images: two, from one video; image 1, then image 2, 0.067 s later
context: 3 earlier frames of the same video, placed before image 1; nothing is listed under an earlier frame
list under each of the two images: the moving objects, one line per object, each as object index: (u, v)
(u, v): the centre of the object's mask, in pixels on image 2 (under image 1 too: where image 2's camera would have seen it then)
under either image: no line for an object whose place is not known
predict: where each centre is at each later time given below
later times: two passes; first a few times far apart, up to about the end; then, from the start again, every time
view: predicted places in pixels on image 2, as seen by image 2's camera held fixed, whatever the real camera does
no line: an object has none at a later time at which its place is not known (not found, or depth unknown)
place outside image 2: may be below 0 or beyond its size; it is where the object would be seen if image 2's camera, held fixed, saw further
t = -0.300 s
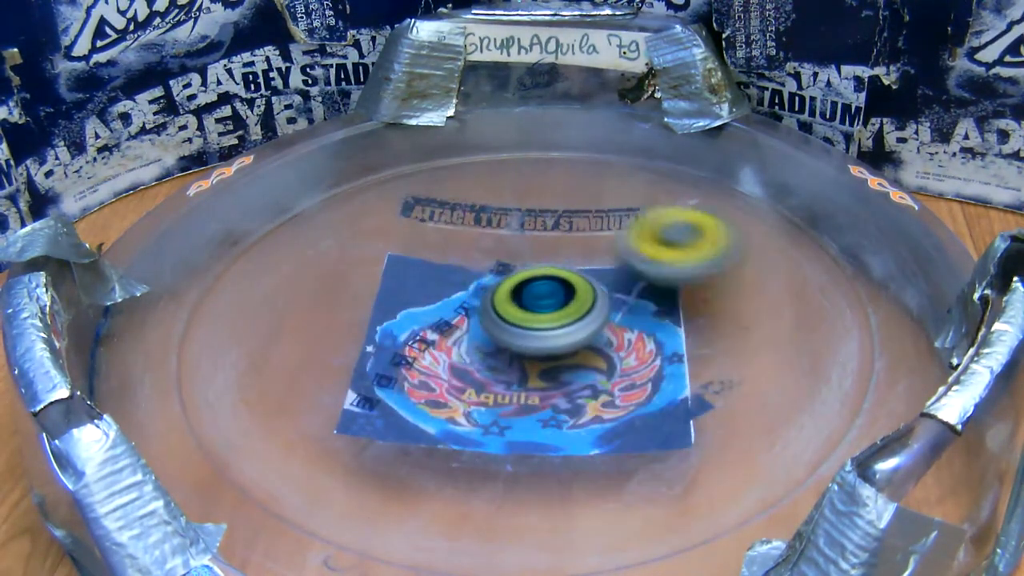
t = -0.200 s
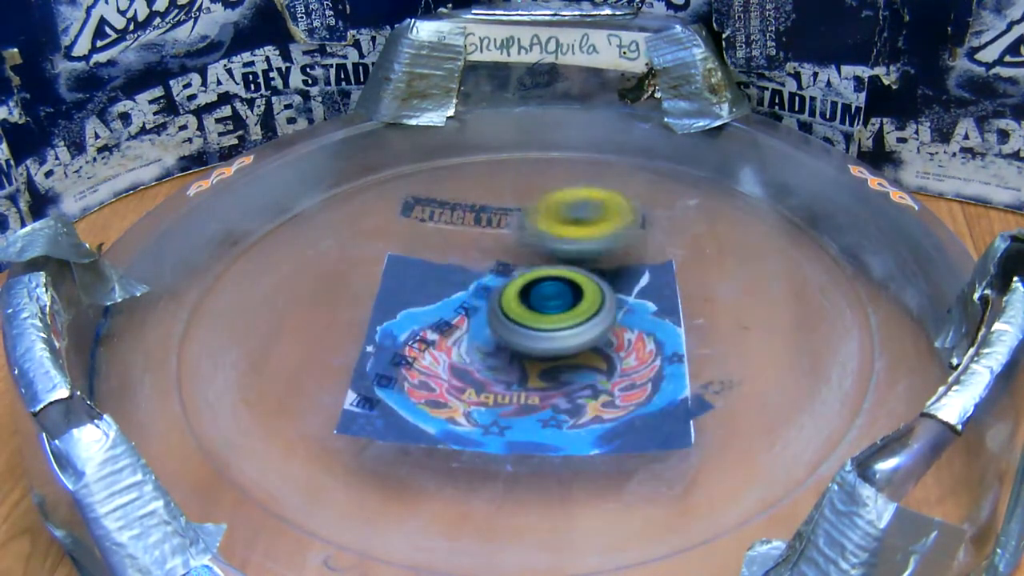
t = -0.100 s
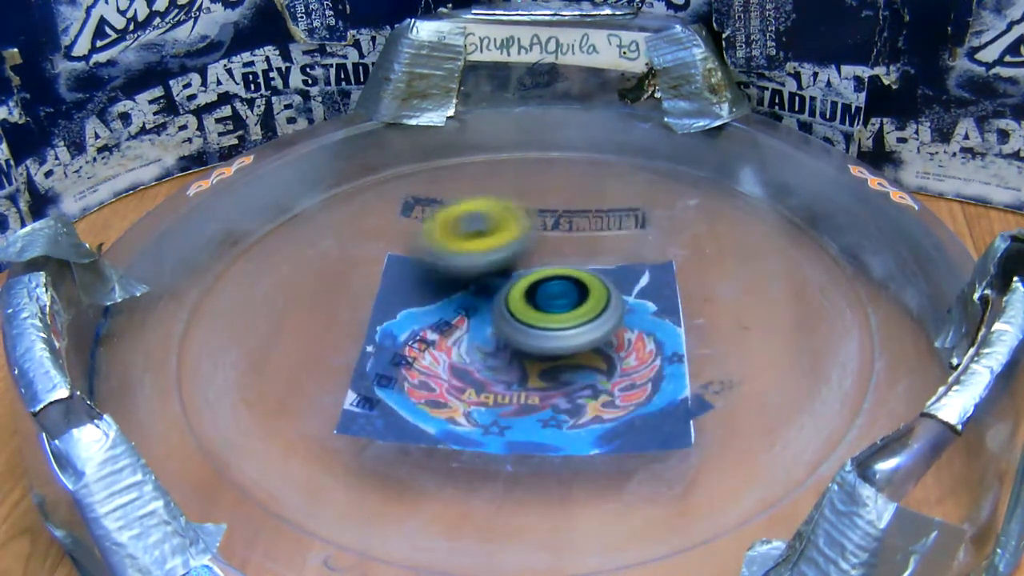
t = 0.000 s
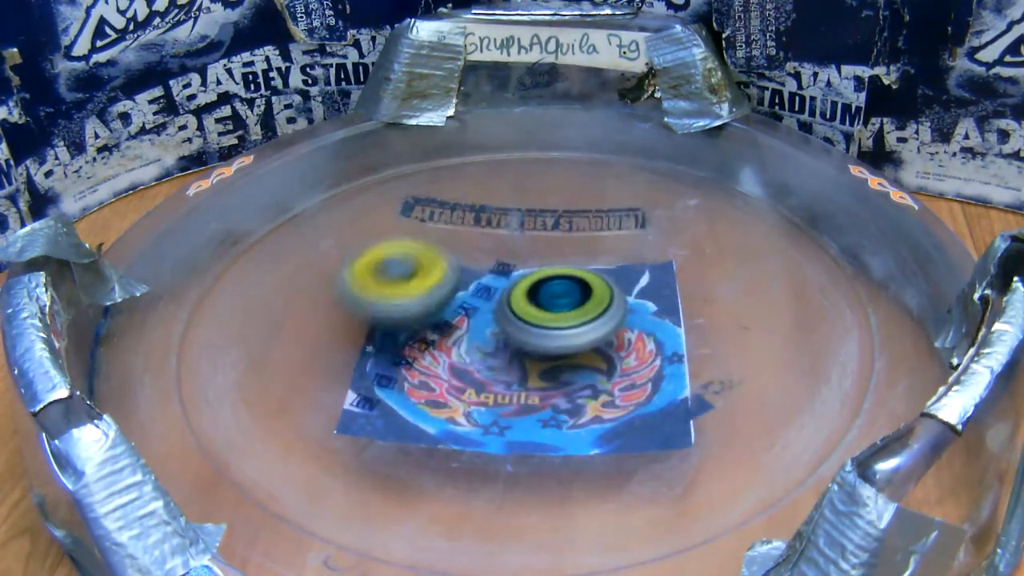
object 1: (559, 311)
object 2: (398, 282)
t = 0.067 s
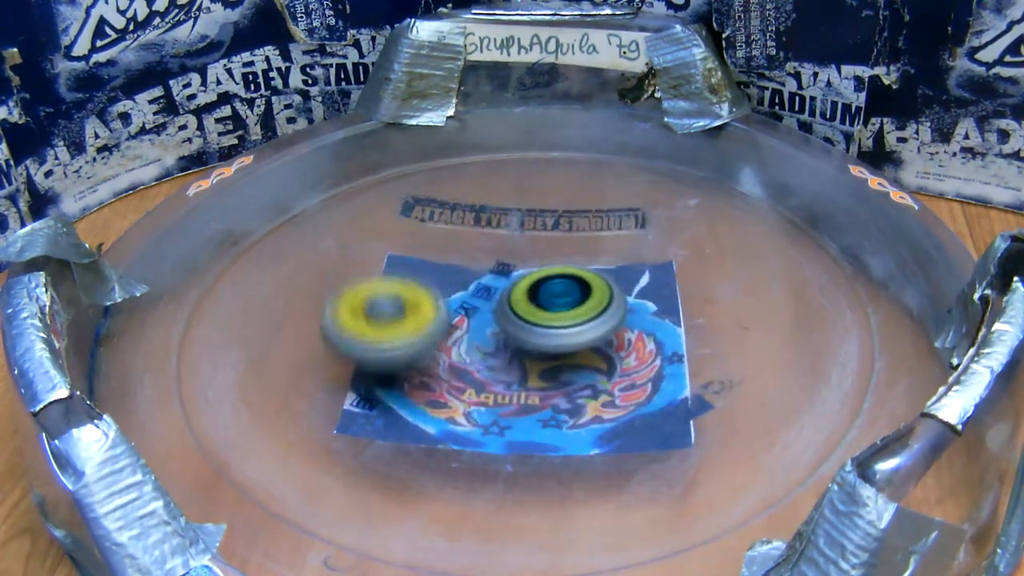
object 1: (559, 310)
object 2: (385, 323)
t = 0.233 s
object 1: (555, 310)
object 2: (511, 406)
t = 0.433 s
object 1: (544, 313)
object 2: (689, 338)
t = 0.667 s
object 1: (541, 321)
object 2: (575, 228)
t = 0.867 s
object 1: (544, 324)
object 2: (392, 257)
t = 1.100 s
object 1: (545, 315)
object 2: (479, 380)
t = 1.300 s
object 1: (527, 293)
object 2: (681, 397)
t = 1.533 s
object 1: (503, 310)
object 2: (677, 268)
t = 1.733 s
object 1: (502, 349)
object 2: (533, 194)
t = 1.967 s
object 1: (570, 351)
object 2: (354, 189)
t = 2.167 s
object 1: (587, 321)
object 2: (345, 294)
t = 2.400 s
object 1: (563, 283)
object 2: (564, 386)
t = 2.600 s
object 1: (512, 286)
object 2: (747, 343)
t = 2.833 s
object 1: (496, 314)
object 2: (678, 248)
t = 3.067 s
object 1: (505, 360)
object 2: (516, 219)
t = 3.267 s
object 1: (566, 354)
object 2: (397, 270)
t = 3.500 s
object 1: (623, 314)
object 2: (445, 366)
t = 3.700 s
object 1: (603, 278)
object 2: (581, 376)
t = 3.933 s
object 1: (519, 172)
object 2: (657, 408)
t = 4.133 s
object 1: (431, 174)
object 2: (703, 367)
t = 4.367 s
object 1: (372, 232)
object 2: (563, 318)
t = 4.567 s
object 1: (260, 155)
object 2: (757, 453)
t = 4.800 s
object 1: (267, 180)
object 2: (804, 404)
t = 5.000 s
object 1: (297, 228)
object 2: (701, 363)
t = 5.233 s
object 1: (382, 284)
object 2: (638, 315)
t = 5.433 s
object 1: (492, 326)
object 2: (588, 256)
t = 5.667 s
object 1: (611, 342)
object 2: (540, 204)
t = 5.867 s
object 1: (689, 340)
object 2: (539, 185)
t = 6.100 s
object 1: (722, 328)
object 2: (530, 237)
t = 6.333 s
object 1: (671, 330)
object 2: (465, 283)
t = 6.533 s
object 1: (592, 339)
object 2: (411, 303)
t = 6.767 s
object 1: (503, 341)
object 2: (381, 288)
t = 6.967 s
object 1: (468, 345)
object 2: (409, 265)
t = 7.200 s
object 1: (475, 352)
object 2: (522, 270)
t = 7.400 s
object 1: (504, 336)
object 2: (632, 256)
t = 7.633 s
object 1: (502, 302)
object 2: (636, 250)
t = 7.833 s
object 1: (453, 290)
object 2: (732, 310)
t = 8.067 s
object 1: (470, 292)
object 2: (702, 326)
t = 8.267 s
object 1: (507, 294)
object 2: (663, 328)
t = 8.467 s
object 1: (547, 294)
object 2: (660, 331)
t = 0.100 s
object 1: (559, 310)
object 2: (391, 344)
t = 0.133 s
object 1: (559, 309)
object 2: (409, 366)
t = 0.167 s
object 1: (558, 309)
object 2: (435, 384)
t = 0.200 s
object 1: (556, 310)
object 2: (470, 396)
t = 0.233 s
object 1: (555, 310)
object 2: (511, 406)
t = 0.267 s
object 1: (553, 311)
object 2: (549, 408)
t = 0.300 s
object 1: (552, 311)
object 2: (587, 404)
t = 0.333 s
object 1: (550, 311)
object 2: (622, 396)
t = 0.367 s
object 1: (548, 311)
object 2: (654, 380)
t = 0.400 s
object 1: (546, 312)
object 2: (676, 362)
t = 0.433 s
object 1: (544, 313)
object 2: (689, 338)
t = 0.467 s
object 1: (542, 314)
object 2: (693, 315)
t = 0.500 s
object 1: (541, 315)
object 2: (686, 295)
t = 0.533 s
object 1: (540, 316)
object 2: (675, 276)
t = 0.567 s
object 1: (540, 318)
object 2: (657, 259)
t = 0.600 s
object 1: (540, 319)
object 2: (633, 247)
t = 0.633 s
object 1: (541, 320)
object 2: (608, 235)
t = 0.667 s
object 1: (541, 321)
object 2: (575, 228)
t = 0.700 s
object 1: (541, 322)
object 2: (541, 221)
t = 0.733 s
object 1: (541, 323)
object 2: (508, 220)
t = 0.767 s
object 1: (541, 323)
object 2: (475, 224)
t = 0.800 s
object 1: (542, 324)
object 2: (444, 231)
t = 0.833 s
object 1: (543, 324)
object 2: (415, 242)
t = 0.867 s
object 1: (544, 324)
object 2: (392, 257)
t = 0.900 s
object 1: (545, 324)
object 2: (375, 274)
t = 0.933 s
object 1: (545, 323)
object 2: (370, 293)
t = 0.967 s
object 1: (545, 323)
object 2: (373, 315)
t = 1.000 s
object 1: (545, 322)
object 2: (386, 332)
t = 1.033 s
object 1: (544, 321)
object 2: (409, 354)
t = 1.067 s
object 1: (545, 319)
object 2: (443, 369)
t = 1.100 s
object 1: (545, 315)
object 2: (479, 380)
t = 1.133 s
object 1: (544, 311)
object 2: (511, 394)
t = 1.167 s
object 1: (544, 304)
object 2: (539, 408)
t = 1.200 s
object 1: (545, 299)
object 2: (573, 416)
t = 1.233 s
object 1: (541, 295)
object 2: (612, 417)
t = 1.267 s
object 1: (534, 294)
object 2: (648, 409)
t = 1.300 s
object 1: (527, 293)
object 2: (681, 397)
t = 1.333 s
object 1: (521, 294)
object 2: (704, 381)
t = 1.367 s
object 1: (516, 295)
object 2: (721, 358)
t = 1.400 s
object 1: (511, 297)
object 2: (726, 339)
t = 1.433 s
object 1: (507, 300)
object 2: (725, 317)
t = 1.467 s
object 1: (504, 304)
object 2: (717, 300)
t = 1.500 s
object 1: (503, 307)
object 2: (700, 283)
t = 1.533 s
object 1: (503, 310)
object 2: (677, 268)
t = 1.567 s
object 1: (505, 314)
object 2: (650, 258)
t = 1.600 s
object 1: (509, 317)
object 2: (620, 250)
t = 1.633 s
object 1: (514, 319)
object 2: (588, 244)
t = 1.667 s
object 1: (512, 327)
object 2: (560, 233)
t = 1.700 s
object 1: (504, 342)
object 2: (549, 212)
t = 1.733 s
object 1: (502, 349)
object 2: (533, 194)
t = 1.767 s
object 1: (507, 353)
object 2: (517, 184)
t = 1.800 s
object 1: (517, 356)
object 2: (490, 177)
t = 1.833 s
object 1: (527, 358)
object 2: (463, 173)
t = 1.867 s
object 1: (541, 359)
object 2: (434, 173)
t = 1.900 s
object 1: (551, 358)
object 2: (406, 174)
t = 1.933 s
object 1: (561, 355)
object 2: (381, 179)
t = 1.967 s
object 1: (570, 351)
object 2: (354, 189)
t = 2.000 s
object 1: (578, 348)
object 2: (334, 203)
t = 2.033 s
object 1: (583, 343)
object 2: (318, 217)
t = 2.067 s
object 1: (586, 337)
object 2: (312, 235)
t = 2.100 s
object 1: (588, 332)
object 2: (313, 254)
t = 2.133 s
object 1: (588, 326)
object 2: (325, 274)
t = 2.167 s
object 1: (587, 321)
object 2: (345, 294)
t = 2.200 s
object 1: (585, 316)
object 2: (371, 314)
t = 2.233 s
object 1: (582, 311)
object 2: (400, 331)
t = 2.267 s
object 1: (578, 307)
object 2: (436, 345)
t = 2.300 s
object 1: (574, 302)
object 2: (475, 357)
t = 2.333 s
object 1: (572, 293)
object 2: (507, 364)
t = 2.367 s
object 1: (567, 287)
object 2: (531, 377)
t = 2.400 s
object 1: (563, 283)
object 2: (564, 386)
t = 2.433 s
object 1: (555, 281)
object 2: (605, 392)
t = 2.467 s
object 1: (546, 280)
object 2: (637, 391)
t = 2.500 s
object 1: (536, 281)
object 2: (674, 384)
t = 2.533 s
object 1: (527, 281)
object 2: (704, 372)
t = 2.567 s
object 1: (519, 284)
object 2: (730, 359)
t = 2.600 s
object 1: (512, 286)
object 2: (747, 343)
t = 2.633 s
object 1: (505, 290)
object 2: (759, 324)
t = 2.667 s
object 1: (500, 293)
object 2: (764, 306)
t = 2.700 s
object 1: (497, 298)
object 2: (760, 291)
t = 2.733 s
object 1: (494, 302)
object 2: (749, 275)
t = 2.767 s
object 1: (493, 306)
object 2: (731, 265)
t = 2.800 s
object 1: (494, 310)
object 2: (707, 254)
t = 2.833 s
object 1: (496, 314)
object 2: (678, 248)
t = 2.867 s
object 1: (498, 318)
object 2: (649, 246)
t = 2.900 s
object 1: (502, 321)
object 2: (619, 246)
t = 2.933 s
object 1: (506, 323)
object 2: (587, 249)
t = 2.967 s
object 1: (502, 332)
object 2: (565, 242)
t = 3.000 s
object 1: (496, 345)
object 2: (553, 230)
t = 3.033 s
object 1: (498, 355)
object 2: (535, 221)
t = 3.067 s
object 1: (505, 360)
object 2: (516, 219)
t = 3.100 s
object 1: (515, 362)
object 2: (493, 220)
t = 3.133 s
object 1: (525, 362)
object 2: (467, 225)
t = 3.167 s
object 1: (539, 362)
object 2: (444, 232)
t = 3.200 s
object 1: (549, 361)
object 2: (424, 243)
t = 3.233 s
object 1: (558, 358)
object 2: (407, 256)
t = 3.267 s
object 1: (566, 354)
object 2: (397, 270)
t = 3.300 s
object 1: (572, 351)
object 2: (395, 287)
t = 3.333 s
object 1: (578, 346)
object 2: (401, 305)
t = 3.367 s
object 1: (581, 342)
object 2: (415, 322)
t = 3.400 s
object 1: (583, 337)
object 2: (434, 336)
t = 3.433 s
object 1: (590, 331)
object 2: (447, 347)
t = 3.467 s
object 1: (610, 322)
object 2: (442, 358)
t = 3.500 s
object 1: (623, 314)
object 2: (445, 366)
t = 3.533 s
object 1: (626, 307)
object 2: (457, 374)
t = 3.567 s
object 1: (624, 301)
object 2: (477, 383)
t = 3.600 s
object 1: (620, 296)
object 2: (504, 389)
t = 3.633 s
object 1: (617, 288)
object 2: (533, 390)
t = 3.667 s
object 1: (611, 282)
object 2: (558, 385)
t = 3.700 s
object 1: (603, 278)
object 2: (581, 376)
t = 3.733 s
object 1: (595, 274)
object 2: (599, 364)
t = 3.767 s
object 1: (587, 270)
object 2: (609, 350)
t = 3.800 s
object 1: (578, 265)
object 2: (617, 342)
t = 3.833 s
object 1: (562, 235)
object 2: (629, 368)
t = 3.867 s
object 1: (549, 207)
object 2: (640, 389)
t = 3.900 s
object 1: (534, 184)
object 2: (648, 400)
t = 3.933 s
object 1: (519, 172)
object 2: (657, 408)
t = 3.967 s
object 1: (504, 168)
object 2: (668, 409)
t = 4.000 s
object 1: (489, 167)
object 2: (682, 406)
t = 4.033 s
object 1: (473, 167)
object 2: (696, 400)
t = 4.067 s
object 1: (458, 168)
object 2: (706, 390)
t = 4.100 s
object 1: (443, 170)
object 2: (709, 378)
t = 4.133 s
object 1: (431, 174)
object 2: (703, 367)
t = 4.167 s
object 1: (418, 179)
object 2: (692, 357)
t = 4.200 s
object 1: (406, 185)
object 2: (675, 348)
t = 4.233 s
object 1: (393, 193)
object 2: (655, 339)
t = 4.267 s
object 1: (386, 202)
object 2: (634, 333)
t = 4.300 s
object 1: (378, 212)
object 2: (610, 328)
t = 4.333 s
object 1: (374, 221)
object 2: (587, 322)
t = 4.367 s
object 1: (372, 232)
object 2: (563, 318)
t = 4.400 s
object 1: (372, 243)
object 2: (541, 314)
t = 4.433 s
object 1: (375, 256)
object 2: (515, 310)
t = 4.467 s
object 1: (380, 266)
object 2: (495, 310)
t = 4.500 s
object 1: (333, 232)
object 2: (570, 365)
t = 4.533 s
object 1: (284, 191)
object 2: (665, 414)
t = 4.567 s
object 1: (260, 155)
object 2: (757, 453)
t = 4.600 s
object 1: (242, 136)
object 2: (789, 443)
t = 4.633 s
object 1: (242, 129)
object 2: (801, 425)
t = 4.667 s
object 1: (243, 139)
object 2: (803, 427)
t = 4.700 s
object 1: (253, 149)
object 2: (806, 425)
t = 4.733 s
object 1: (260, 160)
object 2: (809, 422)
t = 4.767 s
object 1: (263, 170)
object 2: (810, 414)
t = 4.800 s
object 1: (267, 180)
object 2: (804, 404)
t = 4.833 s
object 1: (269, 190)
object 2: (794, 395)
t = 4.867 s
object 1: (272, 202)
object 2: (776, 386)
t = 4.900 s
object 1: (277, 211)
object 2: (760, 381)
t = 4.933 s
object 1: (284, 218)
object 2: (739, 374)
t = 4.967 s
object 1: (290, 223)
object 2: (719, 368)
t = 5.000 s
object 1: (297, 228)
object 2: (701, 363)
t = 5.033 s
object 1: (303, 234)
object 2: (688, 358)
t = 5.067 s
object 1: (312, 241)
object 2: (679, 353)
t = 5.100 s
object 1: (323, 249)
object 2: (669, 347)
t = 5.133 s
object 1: (336, 258)
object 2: (659, 339)
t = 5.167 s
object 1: (351, 266)
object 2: (652, 332)
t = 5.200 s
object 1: (366, 275)
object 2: (646, 324)
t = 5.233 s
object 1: (382, 284)
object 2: (638, 315)
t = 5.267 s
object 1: (399, 292)
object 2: (632, 305)
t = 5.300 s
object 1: (417, 300)
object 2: (625, 294)
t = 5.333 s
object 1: (434, 307)
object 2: (617, 284)
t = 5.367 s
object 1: (454, 314)
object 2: (608, 274)
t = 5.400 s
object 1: (473, 320)
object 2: (597, 264)
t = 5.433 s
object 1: (492, 326)
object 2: (588, 256)
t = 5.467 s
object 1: (512, 331)
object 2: (577, 248)
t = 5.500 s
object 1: (527, 334)
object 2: (569, 240)
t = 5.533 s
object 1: (545, 336)
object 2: (561, 233)
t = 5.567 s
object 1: (562, 338)
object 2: (554, 227)
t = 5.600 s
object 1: (578, 340)
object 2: (548, 220)
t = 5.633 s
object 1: (596, 342)
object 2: (543, 213)
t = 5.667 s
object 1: (611, 342)
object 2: (540, 204)
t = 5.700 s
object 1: (625, 343)
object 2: (538, 197)
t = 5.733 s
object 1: (639, 342)
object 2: (537, 191)
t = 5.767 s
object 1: (653, 342)
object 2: (537, 187)
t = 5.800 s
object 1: (666, 342)
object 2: (537, 183)
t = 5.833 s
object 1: (677, 340)
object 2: (539, 183)
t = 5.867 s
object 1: (689, 340)
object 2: (539, 185)
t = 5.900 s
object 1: (699, 338)
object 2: (540, 190)
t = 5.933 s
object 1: (706, 336)
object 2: (541, 196)
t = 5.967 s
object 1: (714, 334)
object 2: (541, 204)
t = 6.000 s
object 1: (718, 333)
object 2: (541, 213)
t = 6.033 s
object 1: (721, 330)
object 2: (539, 221)
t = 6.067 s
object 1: (722, 329)
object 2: (534, 230)
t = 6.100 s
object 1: (722, 328)
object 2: (530, 237)
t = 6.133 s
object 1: (719, 326)
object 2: (524, 245)
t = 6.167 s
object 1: (715, 326)
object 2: (519, 252)
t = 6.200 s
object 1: (708, 326)
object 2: (511, 257)
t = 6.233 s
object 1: (701, 327)
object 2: (500, 264)
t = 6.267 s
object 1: (692, 327)
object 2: (489, 271)
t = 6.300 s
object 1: (681, 328)
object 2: (477, 278)
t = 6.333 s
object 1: (671, 330)
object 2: (465, 283)
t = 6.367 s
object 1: (658, 331)
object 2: (455, 288)
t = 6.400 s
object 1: (646, 333)
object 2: (445, 293)
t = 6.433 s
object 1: (633, 335)
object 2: (436, 296)
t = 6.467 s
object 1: (619, 336)
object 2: (427, 299)
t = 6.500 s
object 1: (605, 337)
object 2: (421, 301)
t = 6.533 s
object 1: (592, 339)
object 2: (411, 303)
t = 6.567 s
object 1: (578, 339)
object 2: (401, 304)
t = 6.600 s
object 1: (564, 341)
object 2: (391, 302)
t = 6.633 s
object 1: (551, 341)
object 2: (386, 301)
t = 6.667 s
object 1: (538, 341)
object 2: (380, 299)
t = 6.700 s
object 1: (525, 341)
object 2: (378, 295)
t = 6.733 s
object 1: (513, 341)
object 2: (379, 291)
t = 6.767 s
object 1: (503, 341)
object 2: (381, 288)
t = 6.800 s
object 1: (492, 340)
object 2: (384, 284)
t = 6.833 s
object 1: (487, 343)
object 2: (389, 278)
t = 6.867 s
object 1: (480, 343)
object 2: (394, 272)
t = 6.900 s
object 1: (473, 343)
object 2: (399, 270)
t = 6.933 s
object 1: (469, 343)
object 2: (405, 269)
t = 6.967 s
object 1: (468, 345)
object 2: (409, 265)
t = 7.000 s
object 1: (465, 347)
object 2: (414, 262)
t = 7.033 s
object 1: (465, 347)
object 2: (430, 262)
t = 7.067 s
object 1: (464, 347)
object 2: (442, 264)
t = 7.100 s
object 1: (463, 348)
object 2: (451, 266)
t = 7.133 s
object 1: (466, 352)
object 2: (472, 269)
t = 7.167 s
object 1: (471, 353)
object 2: (495, 269)
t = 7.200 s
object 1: (475, 352)
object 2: (522, 270)
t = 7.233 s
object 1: (480, 351)
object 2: (550, 271)
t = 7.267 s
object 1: (486, 349)
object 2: (573, 270)
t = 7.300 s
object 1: (490, 347)
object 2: (592, 266)
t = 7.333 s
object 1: (494, 344)
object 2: (612, 265)
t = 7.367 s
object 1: (499, 340)
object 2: (623, 260)
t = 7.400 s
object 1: (504, 336)
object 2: (632, 256)
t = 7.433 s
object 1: (507, 332)
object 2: (634, 253)
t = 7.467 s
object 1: (511, 328)
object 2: (637, 252)
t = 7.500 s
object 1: (515, 322)
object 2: (636, 254)
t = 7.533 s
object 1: (519, 317)
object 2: (632, 256)
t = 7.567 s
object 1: (521, 312)
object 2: (626, 258)
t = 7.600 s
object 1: (523, 307)
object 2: (622, 259)
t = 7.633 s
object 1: (502, 302)
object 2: (636, 250)
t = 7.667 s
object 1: (479, 297)
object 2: (663, 247)
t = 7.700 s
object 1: (468, 293)
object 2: (685, 257)
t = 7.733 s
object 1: (461, 291)
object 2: (704, 277)
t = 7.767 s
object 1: (457, 291)
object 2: (716, 287)
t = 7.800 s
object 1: (456, 290)
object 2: (725, 296)
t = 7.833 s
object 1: (453, 290)
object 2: (732, 310)
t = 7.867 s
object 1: (453, 290)
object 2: (736, 320)
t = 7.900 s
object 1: (454, 291)
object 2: (738, 325)
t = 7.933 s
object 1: (455, 291)
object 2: (735, 330)
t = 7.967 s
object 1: (457, 291)
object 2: (728, 330)
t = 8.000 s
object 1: (461, 291)
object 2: (721, 331)
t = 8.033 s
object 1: (465, 292)
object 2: (713, 328)
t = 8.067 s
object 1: (470, 292)
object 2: (702, 326)
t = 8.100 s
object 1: (475, 293)
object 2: (692, 324)
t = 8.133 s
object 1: (482, 293)
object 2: (684, 322)
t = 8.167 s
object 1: (488, 293)
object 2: (675, 322)
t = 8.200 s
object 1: (494, 293)
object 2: (668, 322)
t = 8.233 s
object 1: (500, 293)
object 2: (666, 324)
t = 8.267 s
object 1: (507, 294)
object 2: (663, 328)
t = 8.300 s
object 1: (515, 294)
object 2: (660, 331)
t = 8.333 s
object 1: (521, 294)
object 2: (660, 332)
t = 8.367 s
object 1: (528, 294)
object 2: (660, 334)
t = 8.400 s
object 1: (534, 294)
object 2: (660, 334)
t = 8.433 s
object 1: (541, 294)
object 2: (660, 332)
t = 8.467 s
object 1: (547, 294)
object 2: (660, 331)
